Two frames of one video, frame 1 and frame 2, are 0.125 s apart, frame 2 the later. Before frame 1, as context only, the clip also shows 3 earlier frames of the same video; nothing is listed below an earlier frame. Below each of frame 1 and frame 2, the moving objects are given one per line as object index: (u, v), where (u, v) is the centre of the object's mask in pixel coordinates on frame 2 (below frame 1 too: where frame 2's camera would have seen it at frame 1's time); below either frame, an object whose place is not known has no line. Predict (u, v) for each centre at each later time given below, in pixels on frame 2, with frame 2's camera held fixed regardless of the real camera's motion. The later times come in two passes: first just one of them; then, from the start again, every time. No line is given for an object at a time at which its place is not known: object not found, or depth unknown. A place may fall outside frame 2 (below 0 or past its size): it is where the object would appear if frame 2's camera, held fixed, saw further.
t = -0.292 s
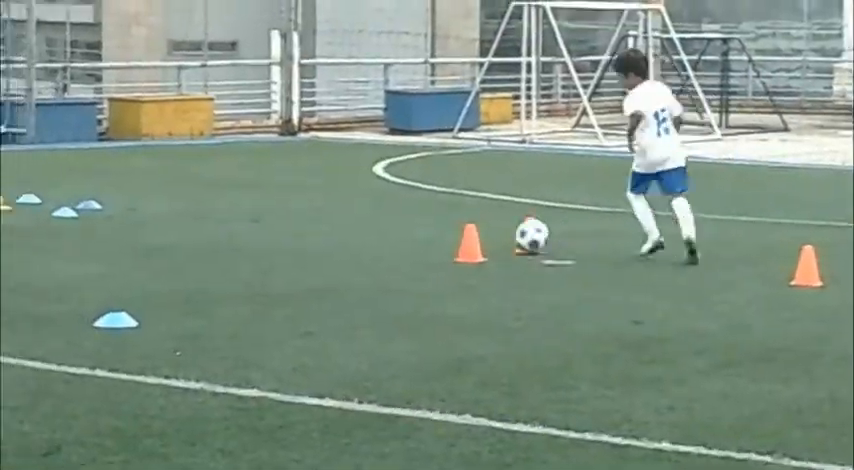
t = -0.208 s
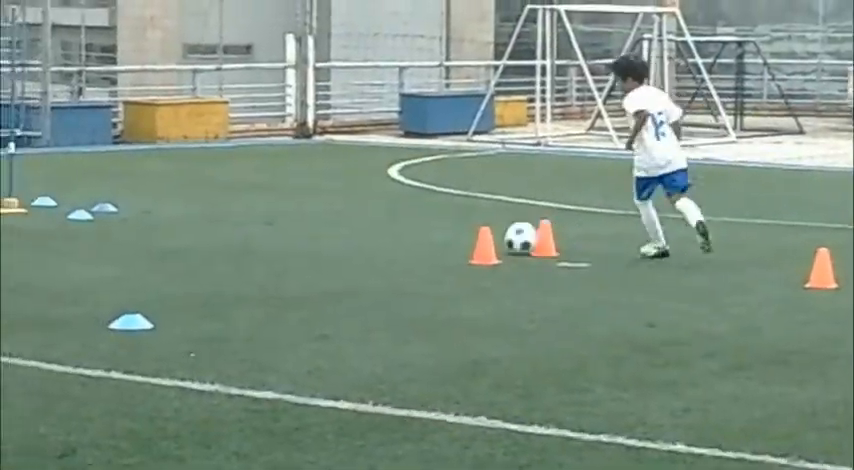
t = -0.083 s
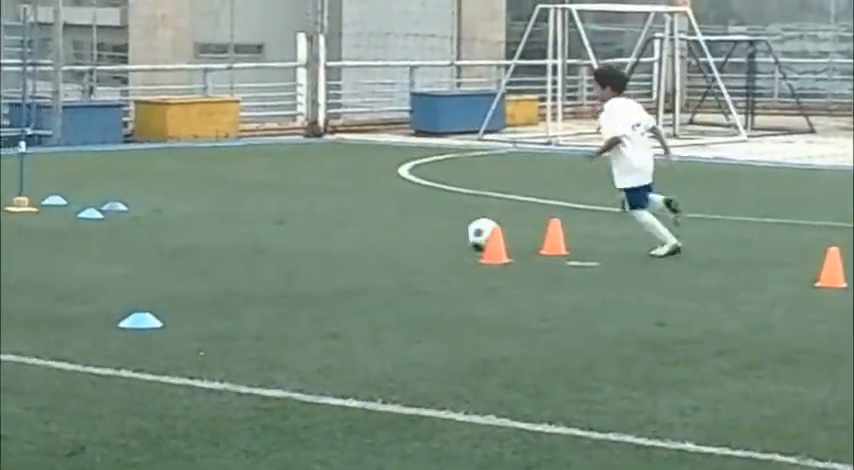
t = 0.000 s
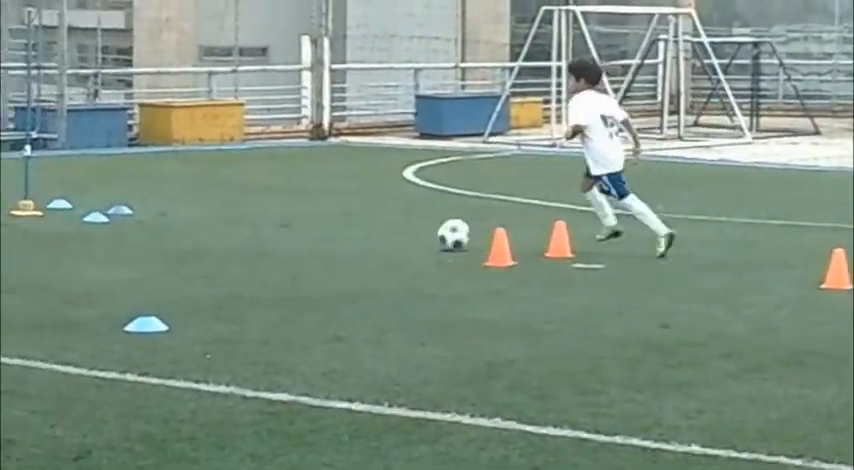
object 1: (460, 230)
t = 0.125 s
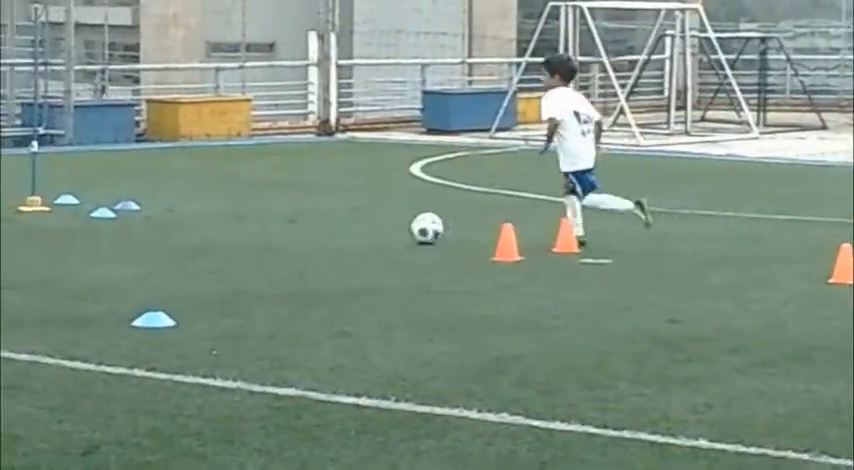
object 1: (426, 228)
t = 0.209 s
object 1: (394, 227)
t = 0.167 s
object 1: (405, 227)
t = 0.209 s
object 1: (394, 227)
